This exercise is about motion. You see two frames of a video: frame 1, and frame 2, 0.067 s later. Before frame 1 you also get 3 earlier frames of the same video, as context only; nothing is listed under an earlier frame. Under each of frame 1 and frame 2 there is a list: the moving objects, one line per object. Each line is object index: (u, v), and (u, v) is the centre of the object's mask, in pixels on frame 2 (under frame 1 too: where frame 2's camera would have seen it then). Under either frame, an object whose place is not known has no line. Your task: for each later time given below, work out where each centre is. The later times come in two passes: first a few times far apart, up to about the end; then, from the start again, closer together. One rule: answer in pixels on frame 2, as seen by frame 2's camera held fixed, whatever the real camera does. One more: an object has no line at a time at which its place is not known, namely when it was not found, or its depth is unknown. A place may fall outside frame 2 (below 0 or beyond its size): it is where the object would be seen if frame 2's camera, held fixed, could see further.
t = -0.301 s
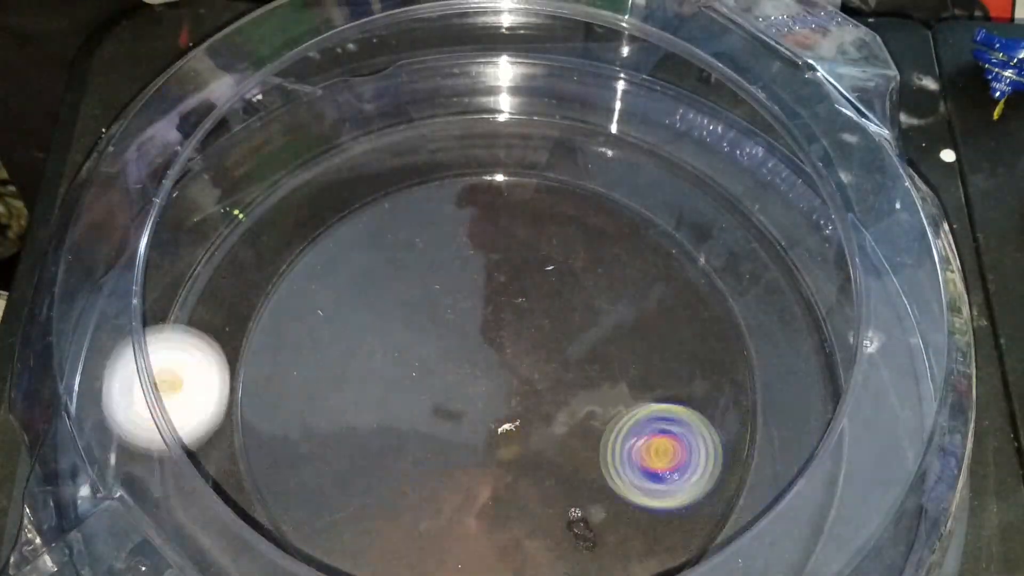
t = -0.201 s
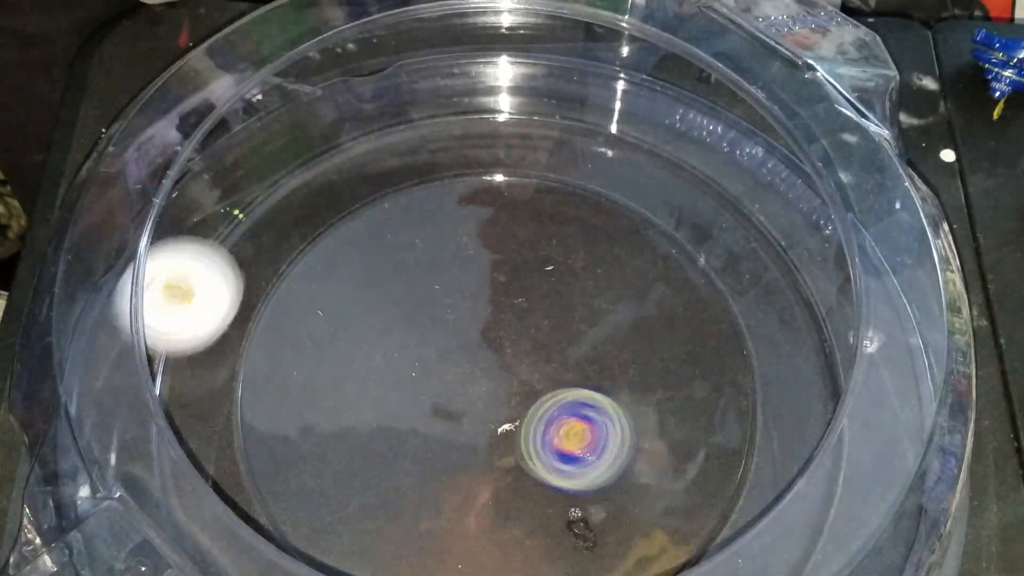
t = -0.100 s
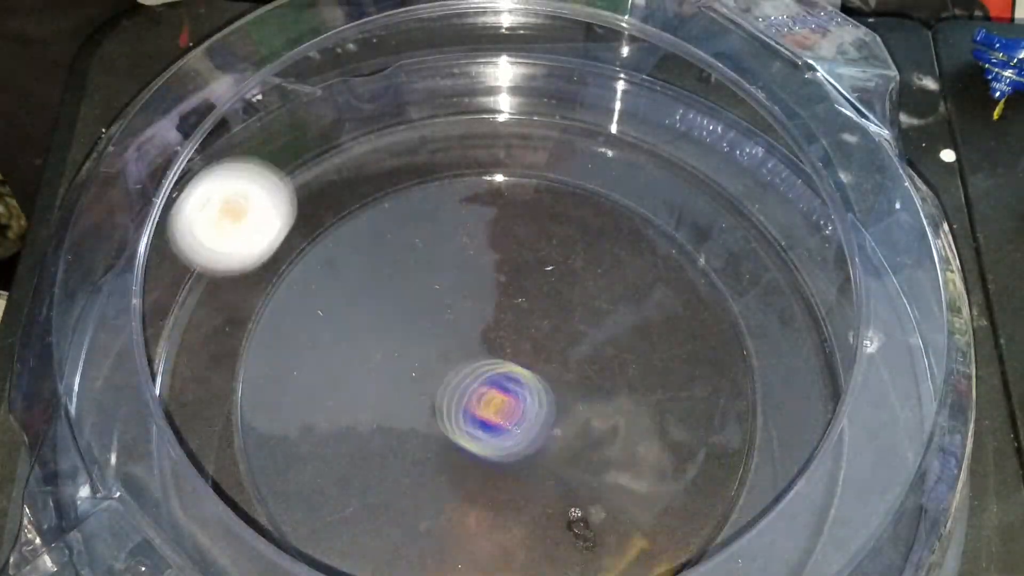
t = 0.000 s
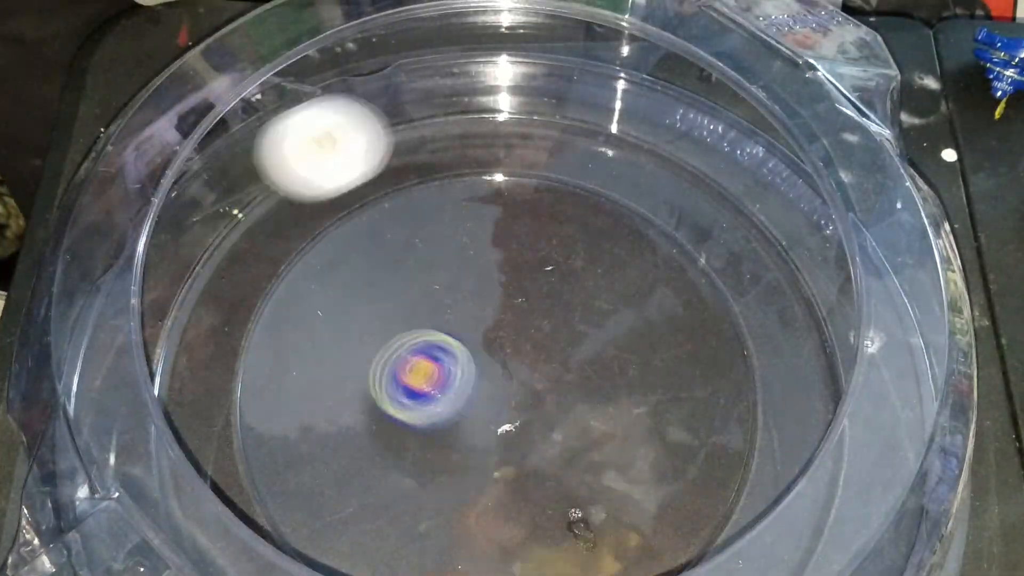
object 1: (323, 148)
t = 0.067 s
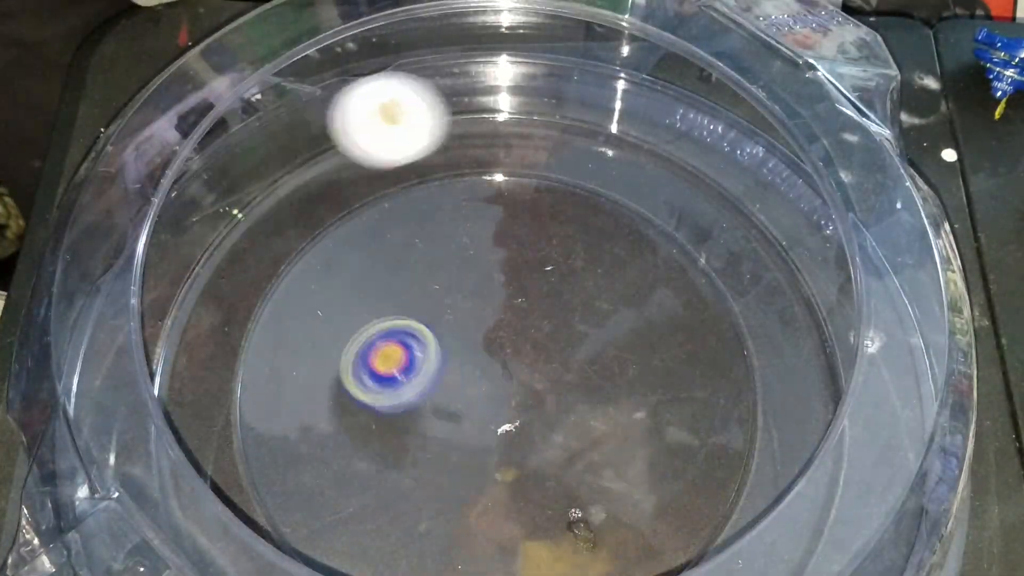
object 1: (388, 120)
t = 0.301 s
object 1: (479, 189)
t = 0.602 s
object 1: (650, 460)
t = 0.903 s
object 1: (268, 477)
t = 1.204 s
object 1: (234, 231)
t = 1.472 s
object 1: (425, 189)
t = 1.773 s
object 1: (679, 495)
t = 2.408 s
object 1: (186, 509)
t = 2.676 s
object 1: (441, 382)
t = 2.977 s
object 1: (696, 371)
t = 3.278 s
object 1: (896, 437)
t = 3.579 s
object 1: (866, 303)
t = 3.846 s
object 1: (715, 247)
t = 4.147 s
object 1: (471, 400)
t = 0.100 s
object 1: (412, 113)
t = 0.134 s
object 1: (431, 111)
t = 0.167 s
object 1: (446, 114)
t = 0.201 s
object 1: (458, 123)
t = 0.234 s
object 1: (464, 137)
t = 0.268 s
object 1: (470, 160)
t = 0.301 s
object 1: (479, 189)
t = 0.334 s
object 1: (493, 223)
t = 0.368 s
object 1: (511, 264)
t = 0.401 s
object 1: (536, 310)
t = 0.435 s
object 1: (564, 348)
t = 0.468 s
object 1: (600, 364)
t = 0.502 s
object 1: (628, 382)
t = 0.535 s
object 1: (648, 406)
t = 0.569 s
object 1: (655, 432)
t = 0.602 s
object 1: (650, 460)
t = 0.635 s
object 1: (633, 491)
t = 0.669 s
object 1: (605, 515)
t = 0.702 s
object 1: (567, 530)
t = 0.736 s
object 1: (518, 539)
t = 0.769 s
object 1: (460, 543)
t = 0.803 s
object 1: (401, 541)
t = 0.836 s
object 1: (351, 531)
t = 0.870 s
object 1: (307, 510)
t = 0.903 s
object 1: (268, 477)
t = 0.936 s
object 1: (239, 438)
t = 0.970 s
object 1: (218, 400)
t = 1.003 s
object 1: (204, 366)
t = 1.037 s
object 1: (199, 338)
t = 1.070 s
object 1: (198, 312)
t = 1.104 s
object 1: (202, 289)
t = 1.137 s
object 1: (210, 267)
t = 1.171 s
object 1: (221, 248)
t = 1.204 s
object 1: (234, 231)
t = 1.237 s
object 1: (249, 217)
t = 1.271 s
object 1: (266, 205)
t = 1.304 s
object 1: (287, 195)
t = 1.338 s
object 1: (310, 188)
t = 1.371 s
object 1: (335, 183)
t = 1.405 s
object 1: (360, 182)
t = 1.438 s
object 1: (389, 184)
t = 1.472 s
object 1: (425, 189)
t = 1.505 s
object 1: (466, 197)
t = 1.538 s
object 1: (512, 210)
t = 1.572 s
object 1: (559, 230)
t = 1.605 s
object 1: (603, 258)
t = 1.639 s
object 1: (643, 297)
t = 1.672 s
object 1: (673, 342)
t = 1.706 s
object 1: (690, 394)
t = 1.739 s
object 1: (693, 446)
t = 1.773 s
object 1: (679, 495)
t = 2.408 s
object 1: (186, 509)
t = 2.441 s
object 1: (206, 509)
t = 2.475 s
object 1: (240, 497)
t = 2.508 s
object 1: (280, 483)
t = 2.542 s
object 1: (309, 477)
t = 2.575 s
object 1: (344, 459)
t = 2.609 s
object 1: (378, 436)
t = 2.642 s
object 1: (409, 411)
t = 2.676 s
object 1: (441, 382)
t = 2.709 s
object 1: (478, 356)
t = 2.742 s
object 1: (514, 337)
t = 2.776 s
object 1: (549, 323)
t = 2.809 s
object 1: (582, 316)
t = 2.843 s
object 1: (611, 315)
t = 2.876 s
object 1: (636, 322)
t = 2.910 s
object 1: (658, 334)
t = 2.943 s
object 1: (676, 352)
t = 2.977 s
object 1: (696, 371)
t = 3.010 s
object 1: (734, 379)
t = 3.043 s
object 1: (768, 390)
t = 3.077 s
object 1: (798, 402)
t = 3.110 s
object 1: (830, 411)
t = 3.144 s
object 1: (847, 416)
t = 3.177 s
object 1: (855, 426)
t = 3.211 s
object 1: (863, 431)
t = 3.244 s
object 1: (886, 438)
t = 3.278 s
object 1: (896, 437)
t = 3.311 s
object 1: (897, 435)
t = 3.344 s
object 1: (889, 429)
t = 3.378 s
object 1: (869, 415)
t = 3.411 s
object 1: (865, 403)
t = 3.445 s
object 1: (862, 386)
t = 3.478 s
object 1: (861, 367)
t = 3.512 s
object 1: (861, 347)
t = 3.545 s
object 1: (864, 326)
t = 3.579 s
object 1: (866, 303)
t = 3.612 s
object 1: (869, 282)
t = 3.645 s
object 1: (849, 272)
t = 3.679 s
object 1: (827, 264)
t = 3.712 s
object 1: (799, 258)
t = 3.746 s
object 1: (785, 255)
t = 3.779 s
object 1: (763, 253)
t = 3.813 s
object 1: (739, 250)
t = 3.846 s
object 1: (715, 247)
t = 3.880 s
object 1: (691, 247)
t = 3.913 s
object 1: (665, 254)
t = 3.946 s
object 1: (638, 267)
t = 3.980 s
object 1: (611, 285)
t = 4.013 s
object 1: (584, 309)
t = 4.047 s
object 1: (559, 337)
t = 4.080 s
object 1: (533, 364)
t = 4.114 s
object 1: (502, 386)
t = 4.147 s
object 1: (471, 400)
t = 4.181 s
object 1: (462, 407)
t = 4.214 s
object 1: (514, 410)
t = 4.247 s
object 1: (561, 408)
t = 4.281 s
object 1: (598, 407)
